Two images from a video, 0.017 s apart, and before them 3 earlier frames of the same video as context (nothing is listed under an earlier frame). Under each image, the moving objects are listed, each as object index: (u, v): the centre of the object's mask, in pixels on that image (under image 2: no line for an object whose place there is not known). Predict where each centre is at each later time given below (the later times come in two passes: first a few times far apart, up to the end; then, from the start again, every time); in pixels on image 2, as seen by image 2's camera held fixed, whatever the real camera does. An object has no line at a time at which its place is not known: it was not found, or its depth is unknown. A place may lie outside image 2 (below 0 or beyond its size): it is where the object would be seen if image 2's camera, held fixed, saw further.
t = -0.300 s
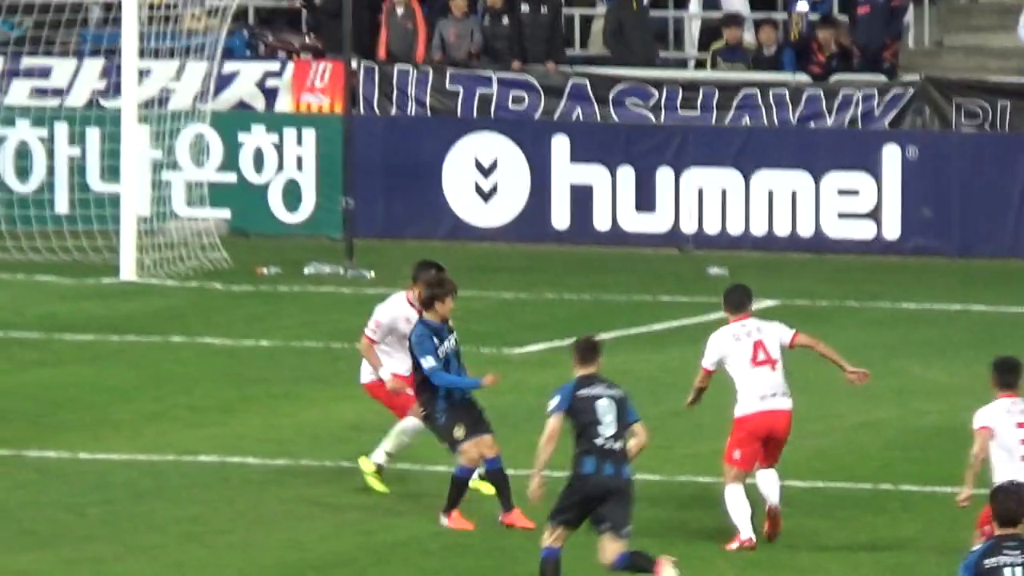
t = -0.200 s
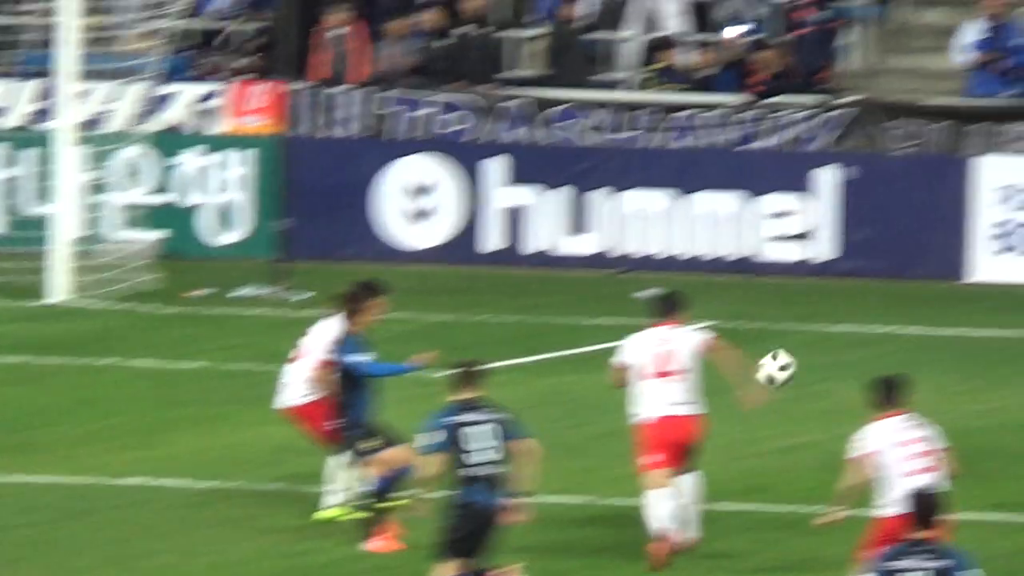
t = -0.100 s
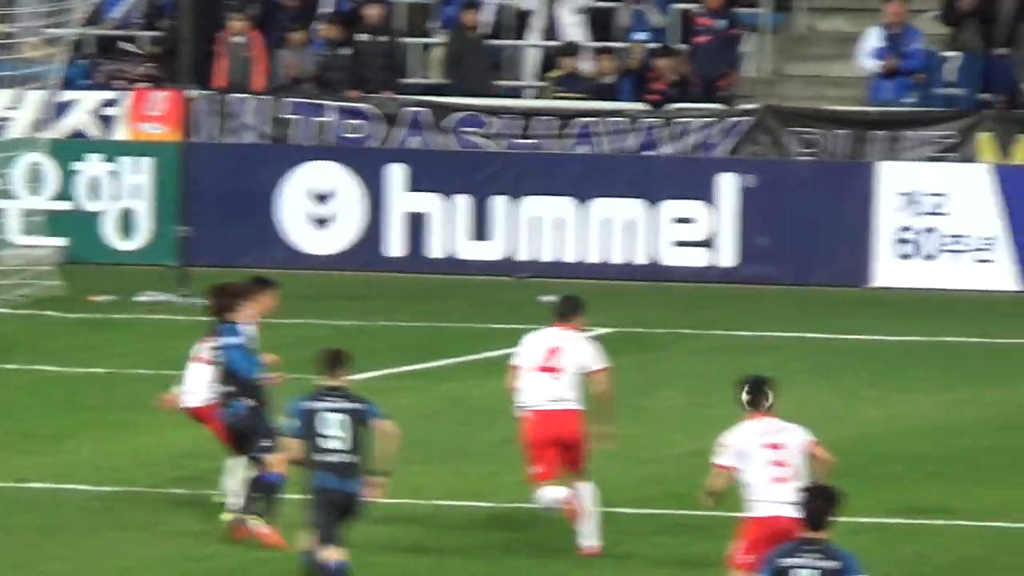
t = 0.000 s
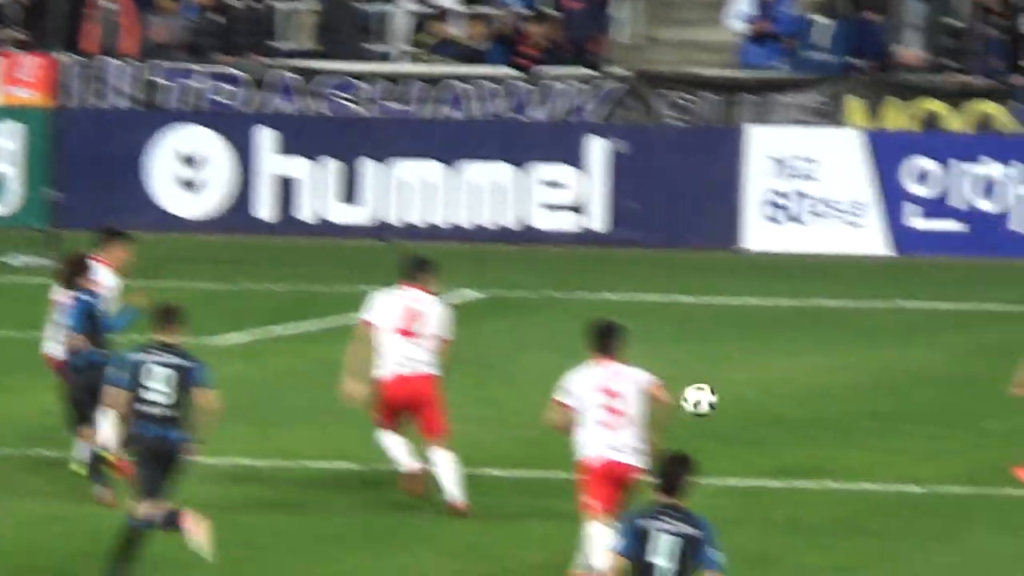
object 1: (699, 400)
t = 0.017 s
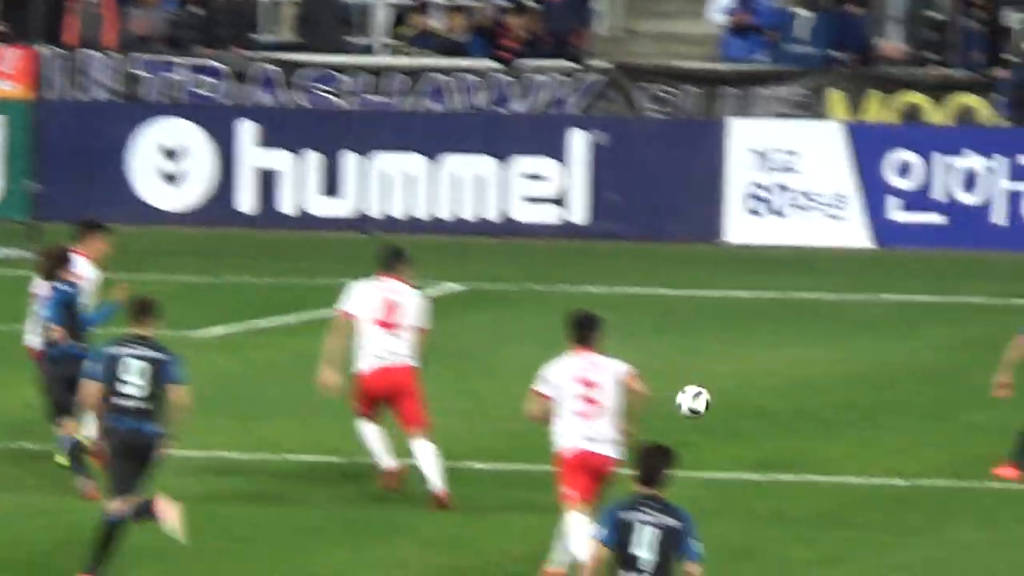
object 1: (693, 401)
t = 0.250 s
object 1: (823, 375)
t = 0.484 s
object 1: (928, 373)
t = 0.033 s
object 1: (704, 409)
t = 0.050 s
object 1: (715, 418)
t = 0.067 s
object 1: (727, 428)
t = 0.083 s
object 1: (738, 431)
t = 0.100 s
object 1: (747, 424)
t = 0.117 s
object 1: (755, 417)
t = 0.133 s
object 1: (764, 410)
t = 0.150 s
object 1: (773, 404)
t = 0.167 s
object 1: (782, 397)
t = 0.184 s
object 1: (791, 392)
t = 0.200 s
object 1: (799, 387)
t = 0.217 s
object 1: (807, 383)
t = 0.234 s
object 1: (815, 379)
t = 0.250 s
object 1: (823, 375)
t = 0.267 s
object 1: (831, 372)
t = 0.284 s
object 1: (839, 369)
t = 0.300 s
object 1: (844, 367)
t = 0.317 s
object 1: (853, 365)
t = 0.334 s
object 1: (861, 363)
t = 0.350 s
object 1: (869, 362)
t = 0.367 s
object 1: (877, 362)
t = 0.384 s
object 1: (884, 363)
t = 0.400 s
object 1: (891, 363)
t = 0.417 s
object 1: (898, 364)
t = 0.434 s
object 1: (905, 366)
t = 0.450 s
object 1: (913, 368)
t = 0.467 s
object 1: (920, 370)
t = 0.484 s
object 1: (928, 373)
